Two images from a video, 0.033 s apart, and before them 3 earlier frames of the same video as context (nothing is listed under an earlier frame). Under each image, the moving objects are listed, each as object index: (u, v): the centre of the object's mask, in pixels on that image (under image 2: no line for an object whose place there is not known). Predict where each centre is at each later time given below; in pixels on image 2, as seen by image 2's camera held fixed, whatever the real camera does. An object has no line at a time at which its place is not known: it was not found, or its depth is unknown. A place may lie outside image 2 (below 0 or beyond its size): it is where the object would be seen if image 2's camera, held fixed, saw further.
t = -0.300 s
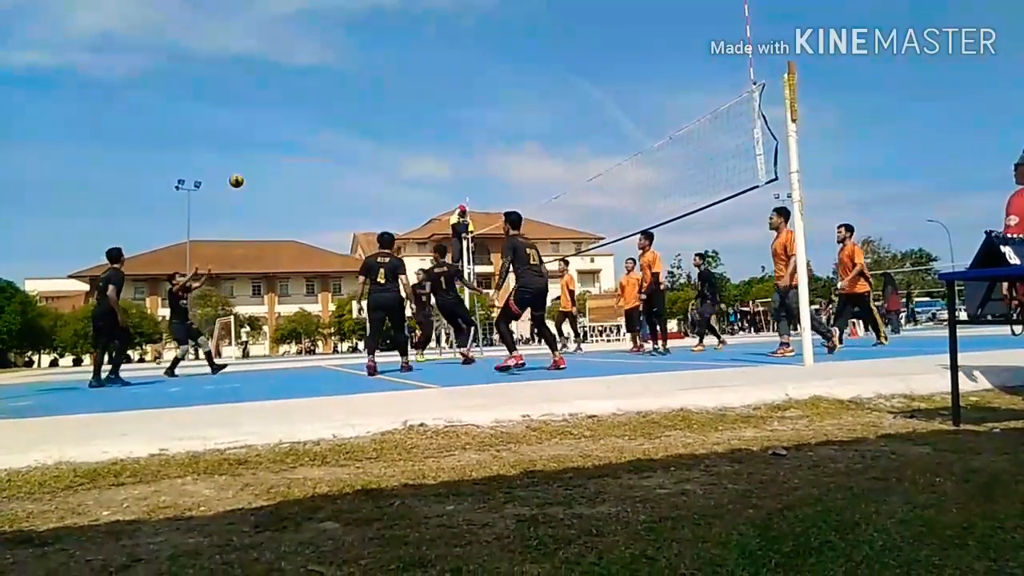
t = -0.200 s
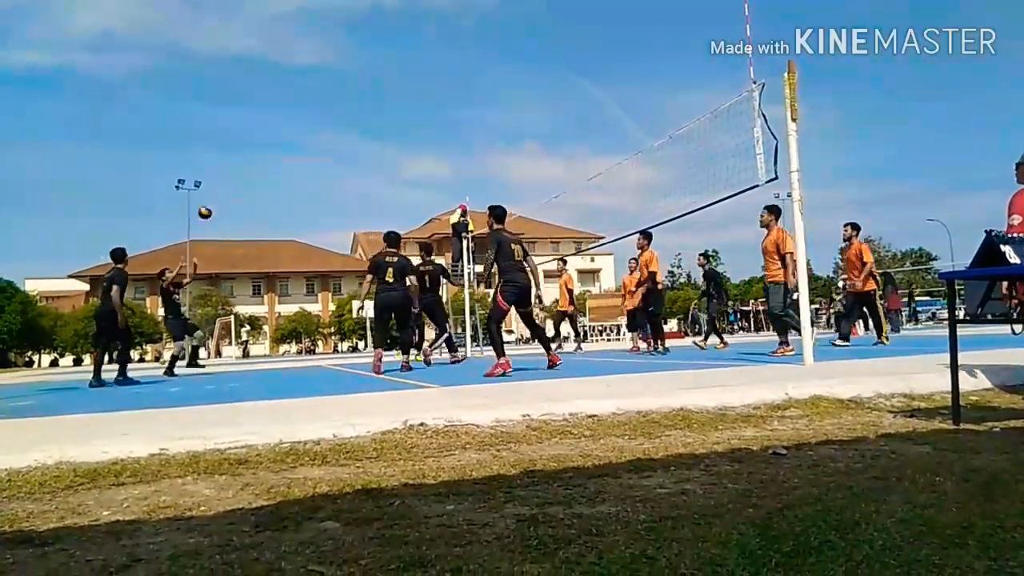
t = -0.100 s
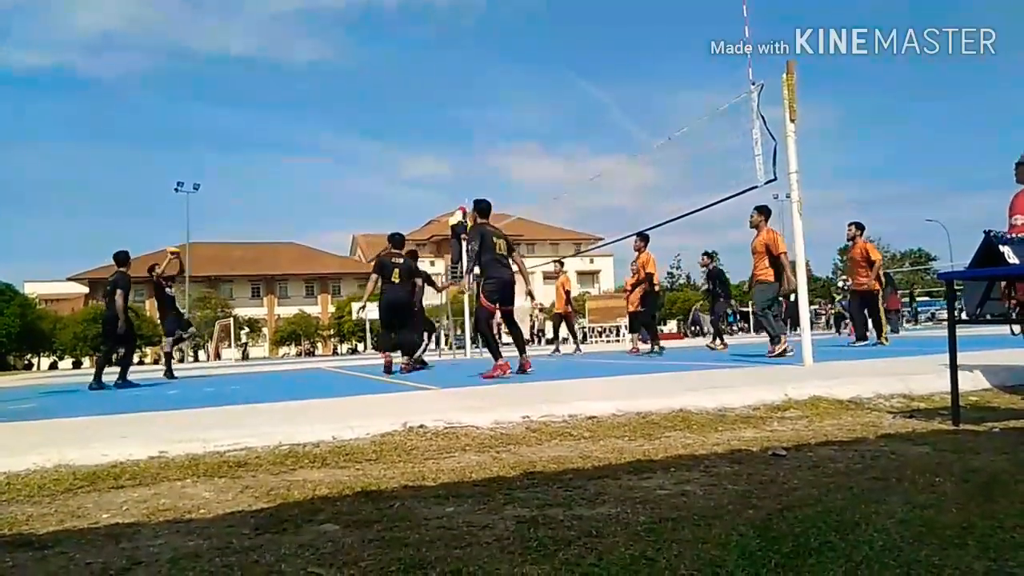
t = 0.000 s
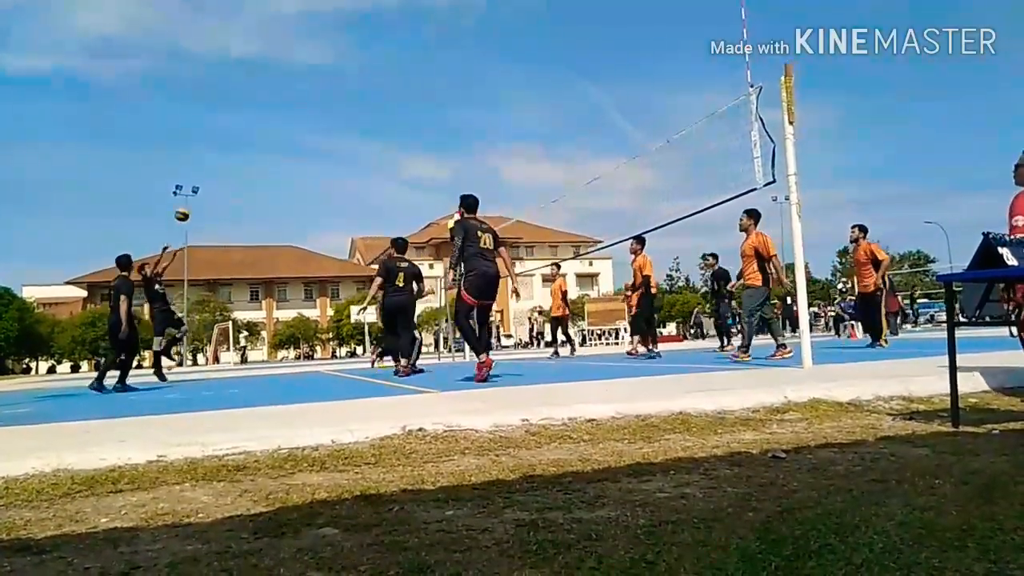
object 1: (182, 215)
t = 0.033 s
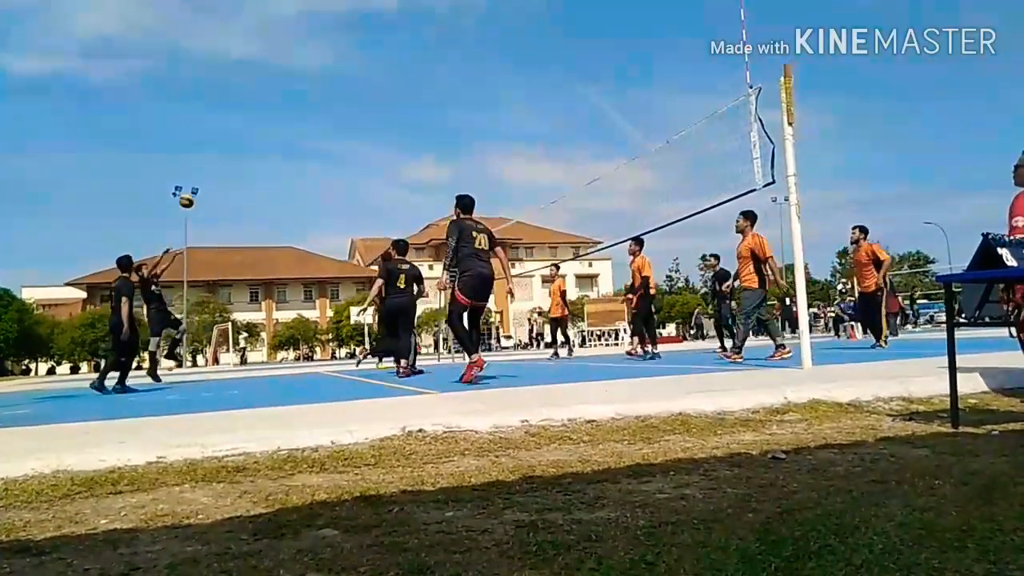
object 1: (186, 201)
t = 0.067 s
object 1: (191, 184)
